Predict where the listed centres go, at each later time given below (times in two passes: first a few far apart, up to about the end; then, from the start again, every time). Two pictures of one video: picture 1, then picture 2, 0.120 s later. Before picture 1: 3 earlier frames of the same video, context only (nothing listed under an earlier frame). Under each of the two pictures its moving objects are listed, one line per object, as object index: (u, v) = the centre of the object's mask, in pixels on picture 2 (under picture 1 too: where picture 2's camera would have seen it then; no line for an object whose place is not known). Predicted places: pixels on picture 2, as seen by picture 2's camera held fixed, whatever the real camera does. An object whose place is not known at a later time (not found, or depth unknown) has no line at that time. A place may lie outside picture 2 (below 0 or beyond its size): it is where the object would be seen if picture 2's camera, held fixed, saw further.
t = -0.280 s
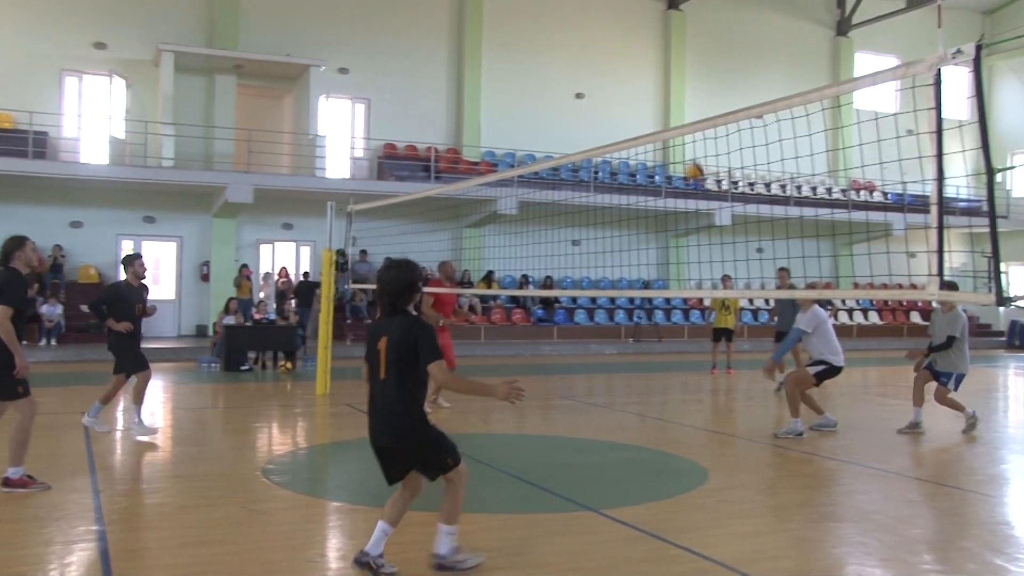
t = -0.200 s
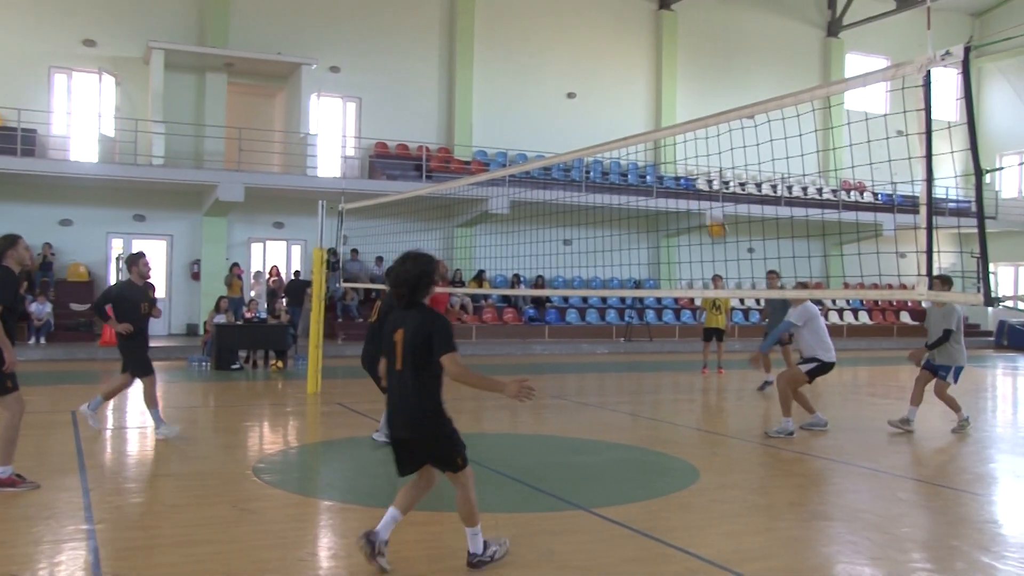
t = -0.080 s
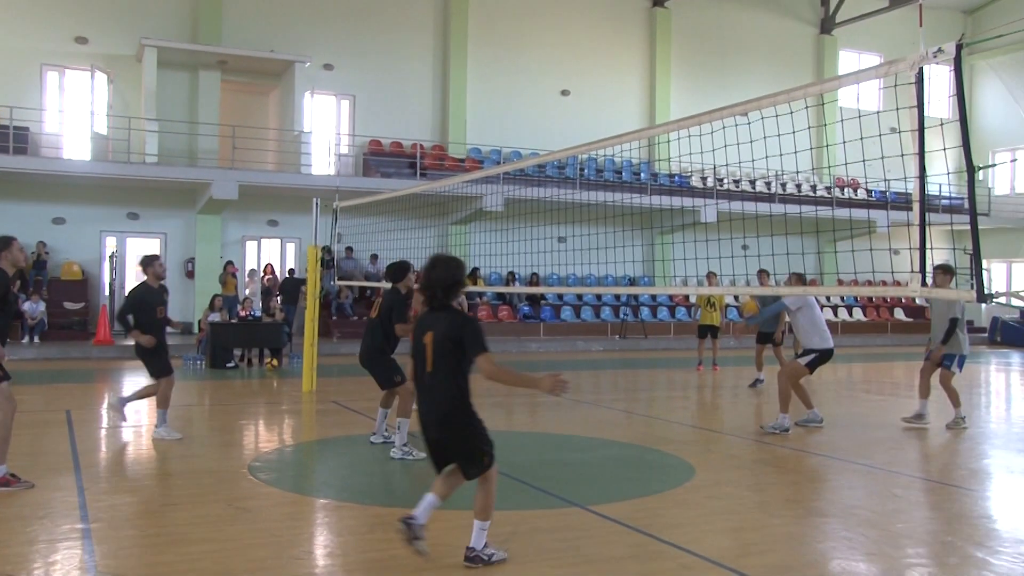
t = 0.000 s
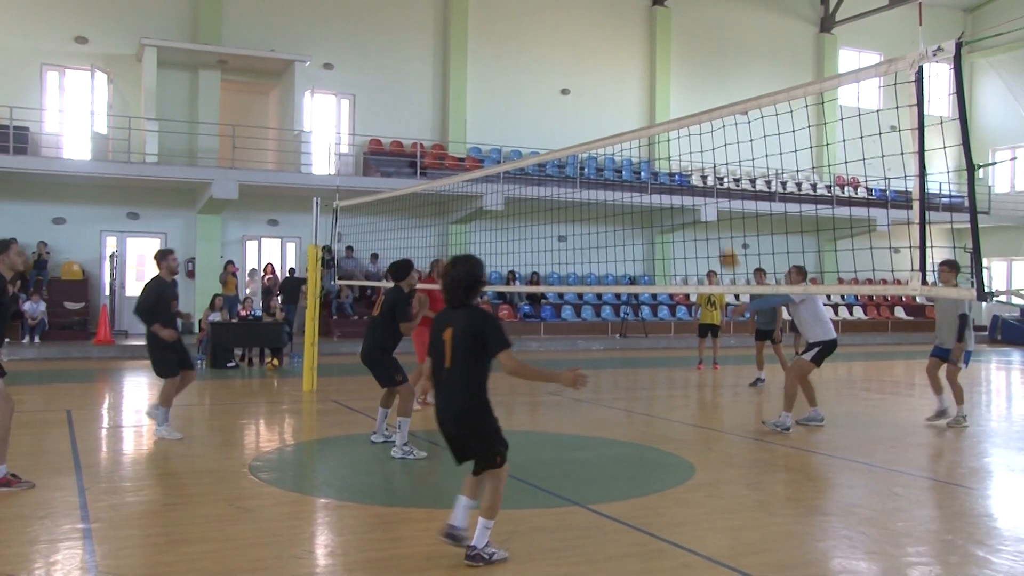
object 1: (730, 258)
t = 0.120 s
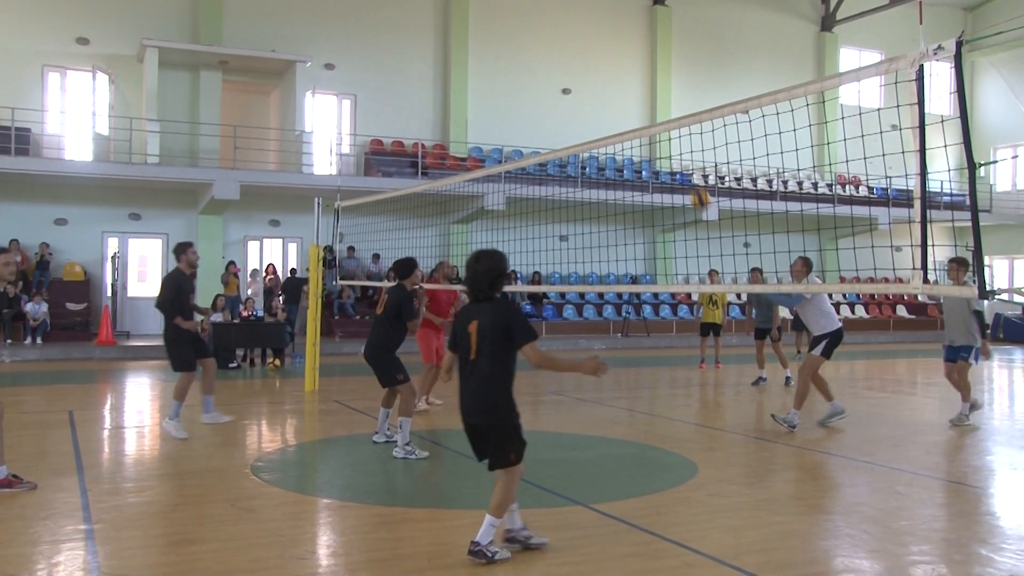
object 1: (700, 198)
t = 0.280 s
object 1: (661, 143)
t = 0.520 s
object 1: (605, 106)
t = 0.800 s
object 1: (543, 129)
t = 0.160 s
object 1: (690, 181)
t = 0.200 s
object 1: (681, 169)
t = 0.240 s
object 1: (670, 154)
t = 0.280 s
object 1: (661, 143)
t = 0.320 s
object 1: (652, 139)
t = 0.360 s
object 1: (640, 122)
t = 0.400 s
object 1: (632, 118)
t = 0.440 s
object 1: (623, 113)
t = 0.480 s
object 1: (613, 109)
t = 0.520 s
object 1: (605, 106)
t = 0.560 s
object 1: (596, 105)
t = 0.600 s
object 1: (586, 106)
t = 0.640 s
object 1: (578, 107)
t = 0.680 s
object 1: (569, 111)
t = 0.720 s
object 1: (560, 115)
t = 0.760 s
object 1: (551, 121)
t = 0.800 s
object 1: (543, 129)
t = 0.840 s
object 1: (534, 137)
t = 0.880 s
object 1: (526, 148)
